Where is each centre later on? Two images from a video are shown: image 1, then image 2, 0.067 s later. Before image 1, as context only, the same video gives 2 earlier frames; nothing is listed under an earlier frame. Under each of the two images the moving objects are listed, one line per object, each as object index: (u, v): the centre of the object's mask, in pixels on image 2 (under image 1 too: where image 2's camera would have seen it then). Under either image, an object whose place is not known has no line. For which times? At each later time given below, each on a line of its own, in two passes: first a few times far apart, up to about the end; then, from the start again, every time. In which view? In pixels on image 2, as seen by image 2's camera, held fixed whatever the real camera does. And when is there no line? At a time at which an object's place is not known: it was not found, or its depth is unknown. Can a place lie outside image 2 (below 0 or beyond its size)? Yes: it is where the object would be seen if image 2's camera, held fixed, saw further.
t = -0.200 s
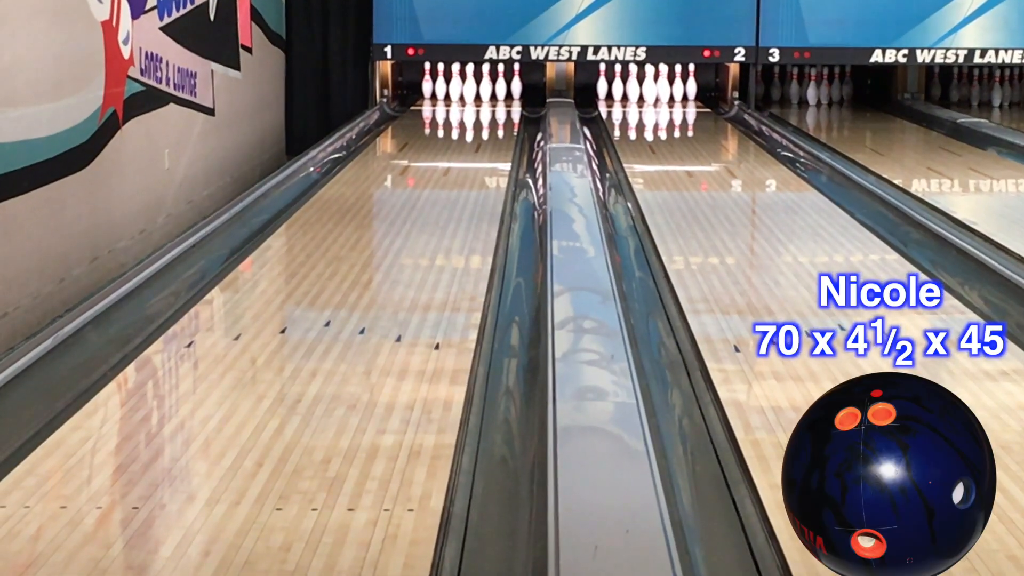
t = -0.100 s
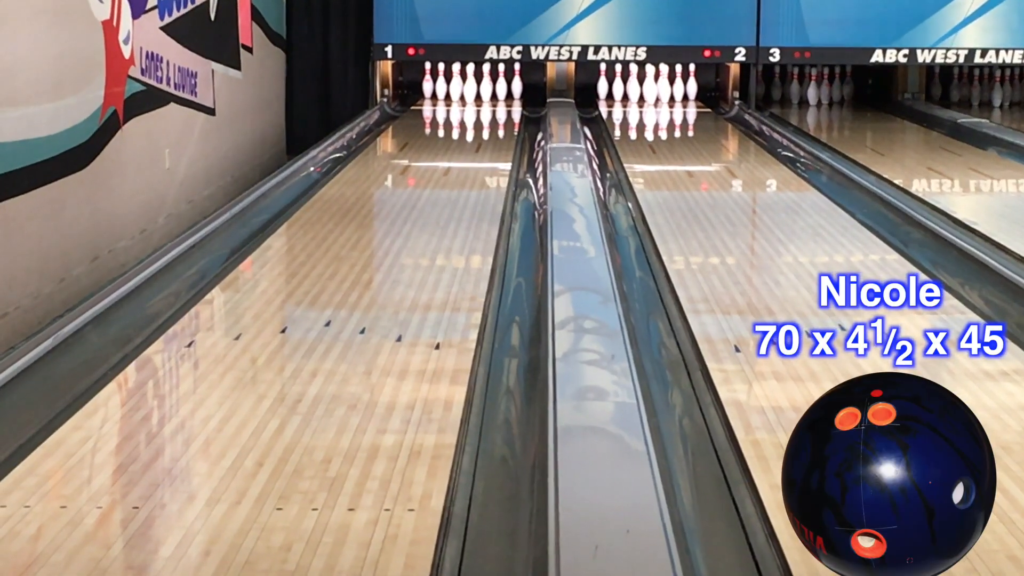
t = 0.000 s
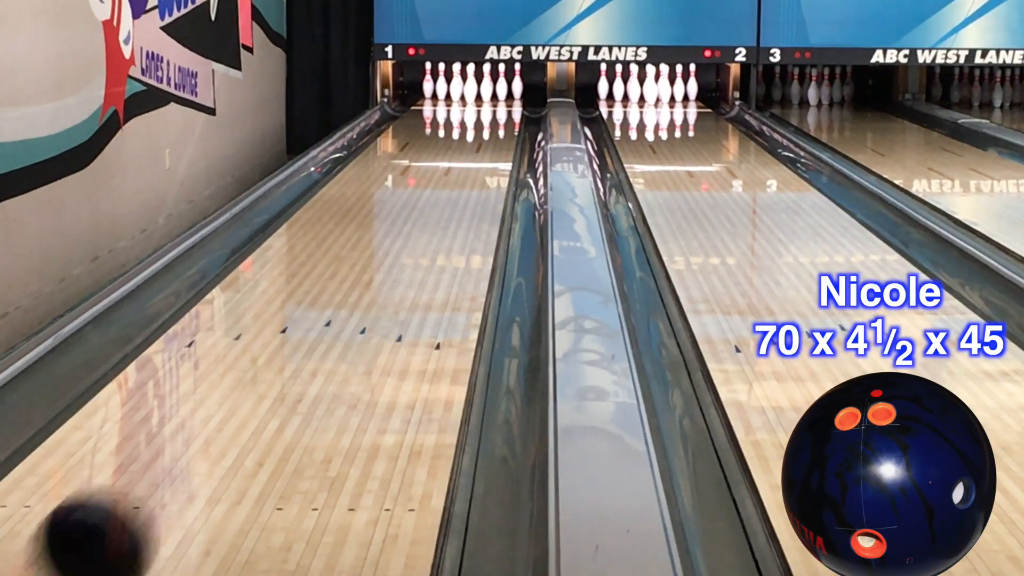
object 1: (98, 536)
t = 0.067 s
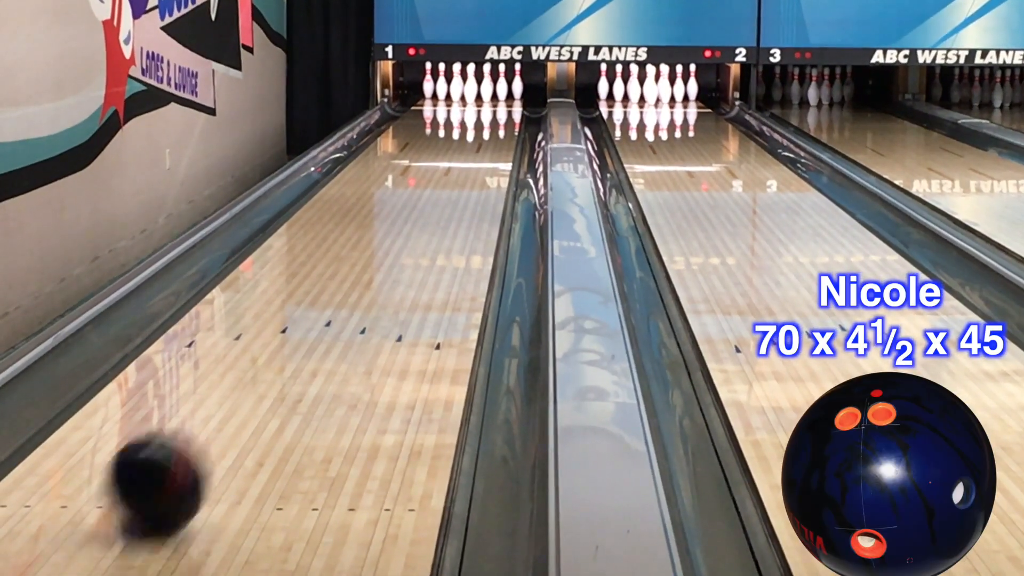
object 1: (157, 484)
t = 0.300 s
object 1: (297, 337)
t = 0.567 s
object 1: (380, 251)
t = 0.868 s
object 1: (434, 192)
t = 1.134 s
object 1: (463, 159)
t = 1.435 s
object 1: (484, 134)
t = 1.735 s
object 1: (493, 114)
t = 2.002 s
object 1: (491, 102)
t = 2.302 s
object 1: (486, 91)
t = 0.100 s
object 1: (185, 455)
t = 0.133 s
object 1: (209, 431)
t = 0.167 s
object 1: (231, 407)
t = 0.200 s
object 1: (249, 388)
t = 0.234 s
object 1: (267, 369)
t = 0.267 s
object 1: (283, 353)
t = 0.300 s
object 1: (297, 337)
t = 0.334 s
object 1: (311, 324)
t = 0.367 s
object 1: (323, 311)
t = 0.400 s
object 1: (334, 299)
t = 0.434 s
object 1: (345, 288)
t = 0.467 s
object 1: (355, 278)
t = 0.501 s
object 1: (364, 268)
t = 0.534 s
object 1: (372, 260)
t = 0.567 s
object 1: (380, 251)
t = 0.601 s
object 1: (388, 243)
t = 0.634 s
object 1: (395, 235)
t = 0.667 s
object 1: (401, 228)
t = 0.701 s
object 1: (407, 222)
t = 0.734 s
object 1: (413, 215)
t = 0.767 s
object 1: (419, 210)
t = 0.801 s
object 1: (424, 203)
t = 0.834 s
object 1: (429, 198)
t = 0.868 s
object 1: (434, 192)
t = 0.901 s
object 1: (438, 188)
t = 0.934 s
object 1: (442, 183)
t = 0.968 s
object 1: (446, 179)
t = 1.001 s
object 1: (450, 174)
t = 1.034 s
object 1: (453, 170)
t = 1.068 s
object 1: (457, 167)
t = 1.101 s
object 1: (460, 163)
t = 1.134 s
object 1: (463, 159)
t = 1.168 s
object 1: (466, 156)
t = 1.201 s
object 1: (469, 153)
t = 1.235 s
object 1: (472, 149)
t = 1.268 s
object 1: (474, 147)
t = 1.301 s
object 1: (477, 144)
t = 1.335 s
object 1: (479, 140)
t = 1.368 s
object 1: (481, 138)
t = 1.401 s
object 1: (483, 136)
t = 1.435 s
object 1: (484, 134)
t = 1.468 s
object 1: (486, 131)
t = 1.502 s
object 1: (488, 129)
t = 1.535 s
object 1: (489, 126)
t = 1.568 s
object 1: (490, 124)
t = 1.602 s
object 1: (491, 122)
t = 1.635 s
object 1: (491, 120)
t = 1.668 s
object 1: (492, 118)
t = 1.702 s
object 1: (493, 116)
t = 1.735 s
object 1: (493, 114)
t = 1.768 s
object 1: (493, 113)
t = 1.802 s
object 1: (493, 111)
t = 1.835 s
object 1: (493, 109)
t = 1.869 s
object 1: (493, 108)
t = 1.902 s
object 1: (493, 106)
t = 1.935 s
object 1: (492, 105)
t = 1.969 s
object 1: (492, 104)
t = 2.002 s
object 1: (491, 102)
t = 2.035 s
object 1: (491, 101)
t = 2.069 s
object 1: (490, 100)
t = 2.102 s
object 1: (489, 98)
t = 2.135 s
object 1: (487, 97)
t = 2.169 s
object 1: (487, 96)
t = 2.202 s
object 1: (486, 95)
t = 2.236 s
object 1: (484, 94)
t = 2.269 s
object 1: (484, 93)
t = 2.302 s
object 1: (486, 91)
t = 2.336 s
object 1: (486, 91)
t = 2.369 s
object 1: (486, 90)
